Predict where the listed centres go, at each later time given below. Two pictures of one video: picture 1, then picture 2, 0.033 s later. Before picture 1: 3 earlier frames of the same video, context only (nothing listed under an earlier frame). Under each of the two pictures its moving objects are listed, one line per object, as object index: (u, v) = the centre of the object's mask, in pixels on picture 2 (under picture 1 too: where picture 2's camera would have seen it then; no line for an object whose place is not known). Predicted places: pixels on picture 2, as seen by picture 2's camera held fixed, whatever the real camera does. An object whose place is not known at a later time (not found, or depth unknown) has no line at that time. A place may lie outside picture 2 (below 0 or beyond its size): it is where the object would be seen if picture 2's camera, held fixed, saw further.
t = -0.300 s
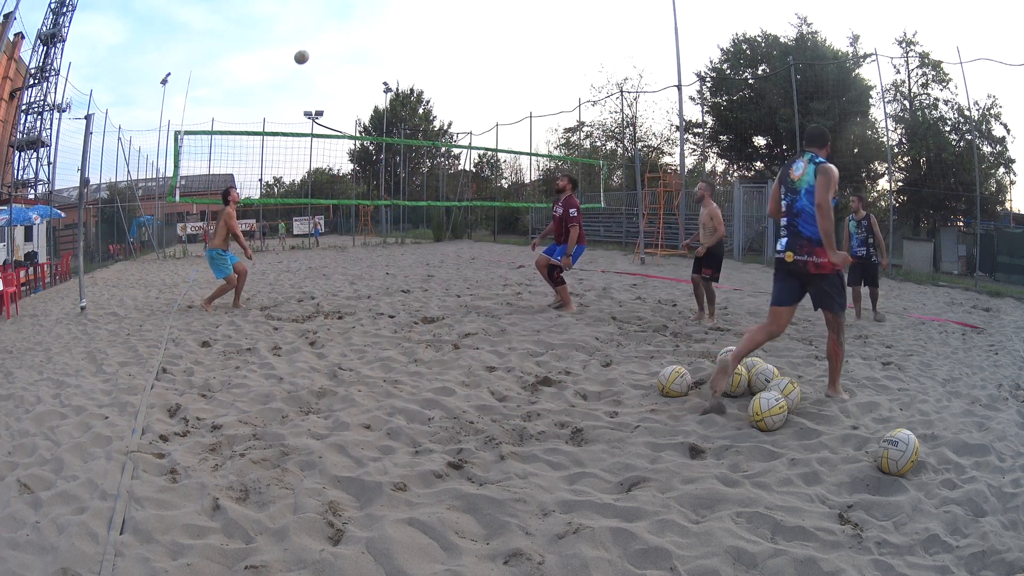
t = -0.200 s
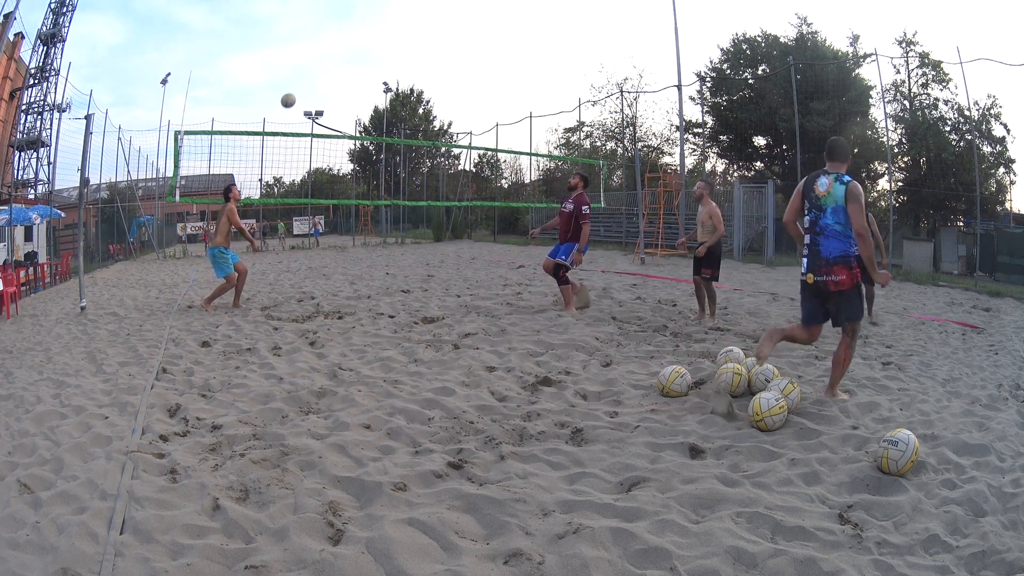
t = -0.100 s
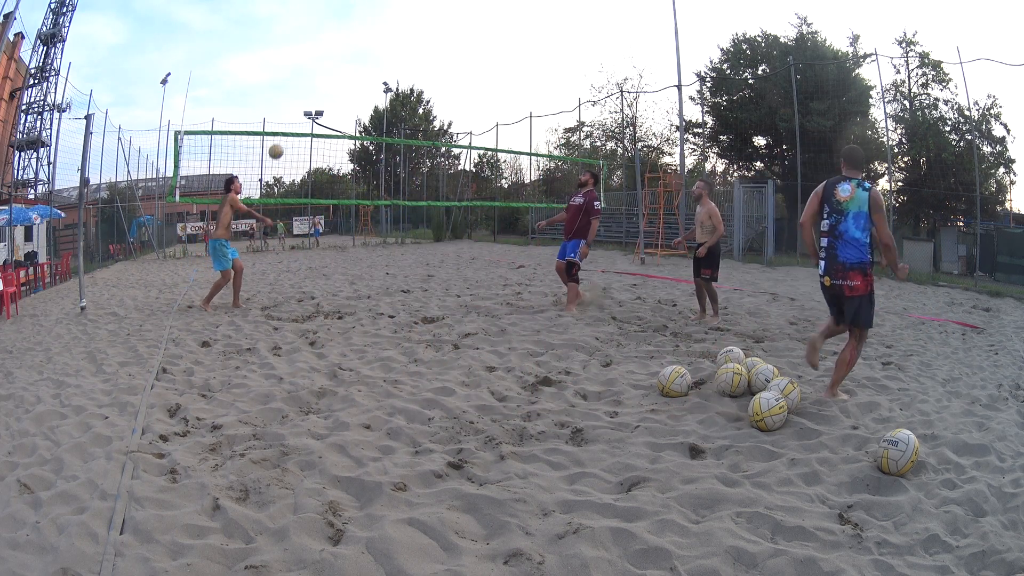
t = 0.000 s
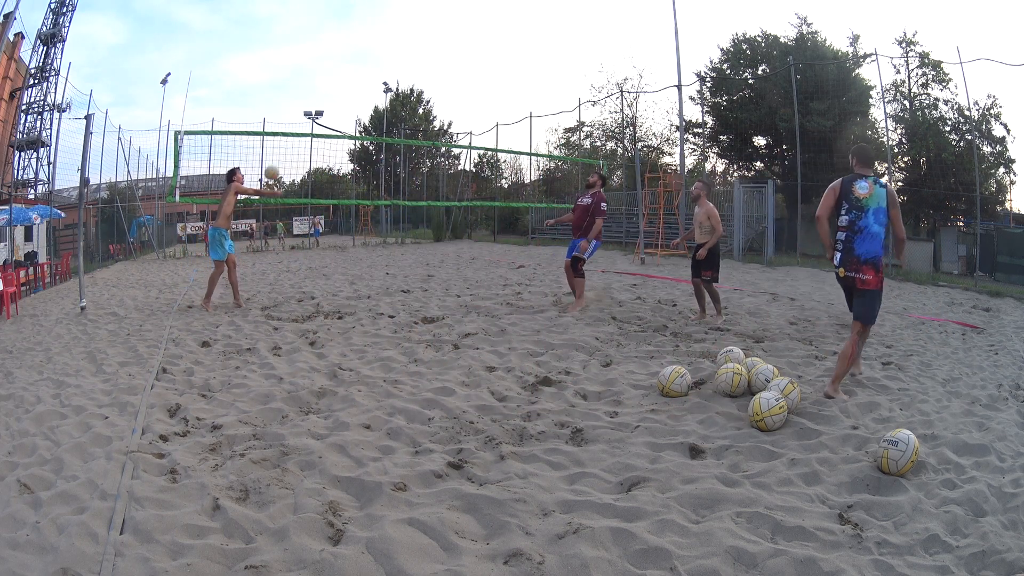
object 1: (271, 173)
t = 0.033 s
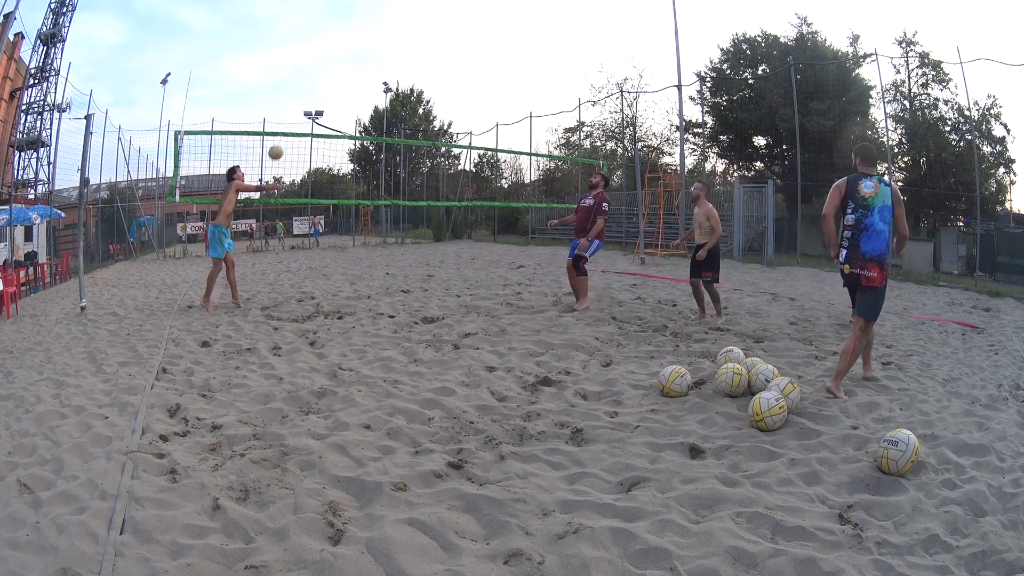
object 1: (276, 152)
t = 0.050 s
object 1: (277, 143)
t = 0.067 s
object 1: (280, 133)
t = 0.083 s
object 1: (282, 124)
